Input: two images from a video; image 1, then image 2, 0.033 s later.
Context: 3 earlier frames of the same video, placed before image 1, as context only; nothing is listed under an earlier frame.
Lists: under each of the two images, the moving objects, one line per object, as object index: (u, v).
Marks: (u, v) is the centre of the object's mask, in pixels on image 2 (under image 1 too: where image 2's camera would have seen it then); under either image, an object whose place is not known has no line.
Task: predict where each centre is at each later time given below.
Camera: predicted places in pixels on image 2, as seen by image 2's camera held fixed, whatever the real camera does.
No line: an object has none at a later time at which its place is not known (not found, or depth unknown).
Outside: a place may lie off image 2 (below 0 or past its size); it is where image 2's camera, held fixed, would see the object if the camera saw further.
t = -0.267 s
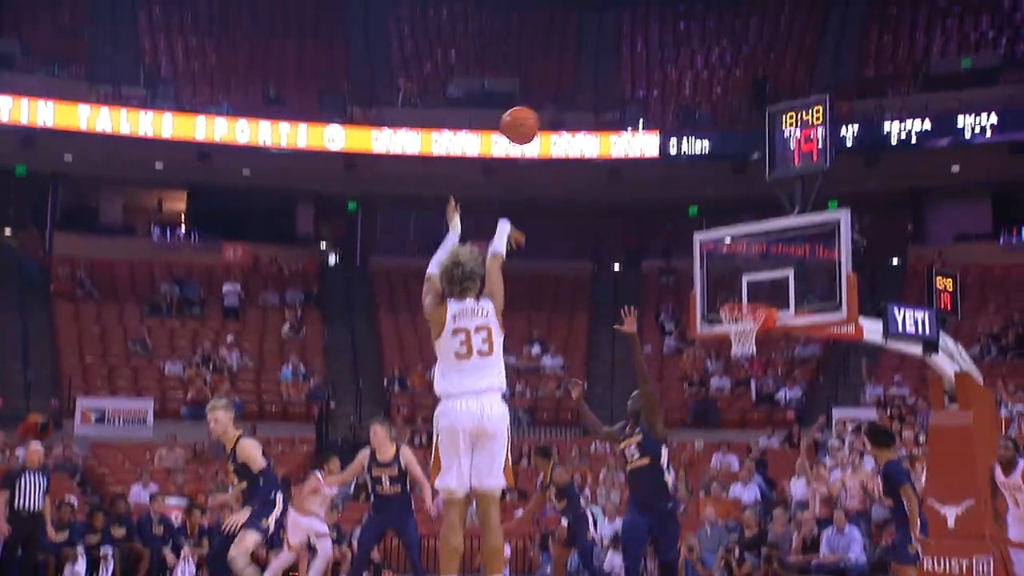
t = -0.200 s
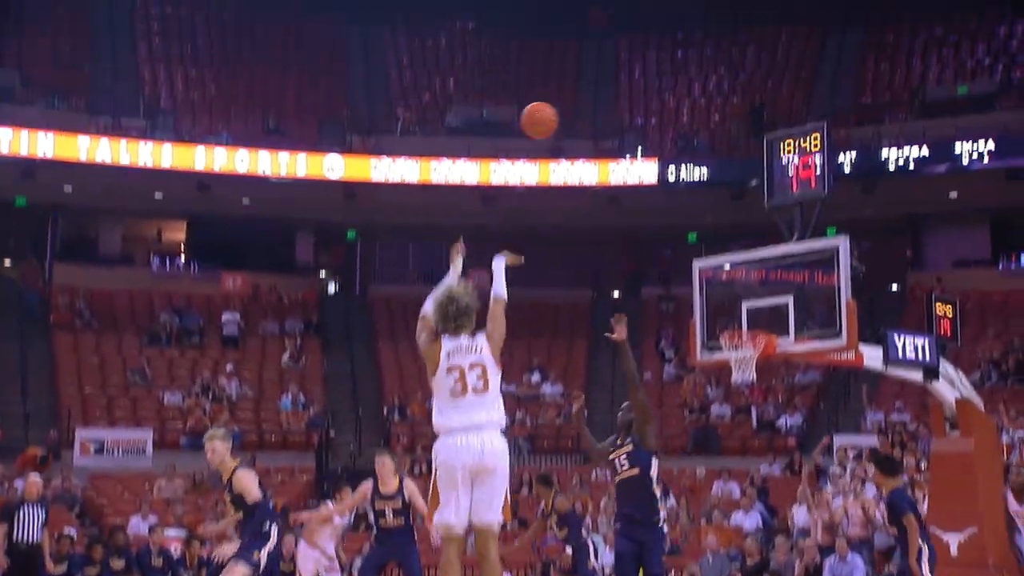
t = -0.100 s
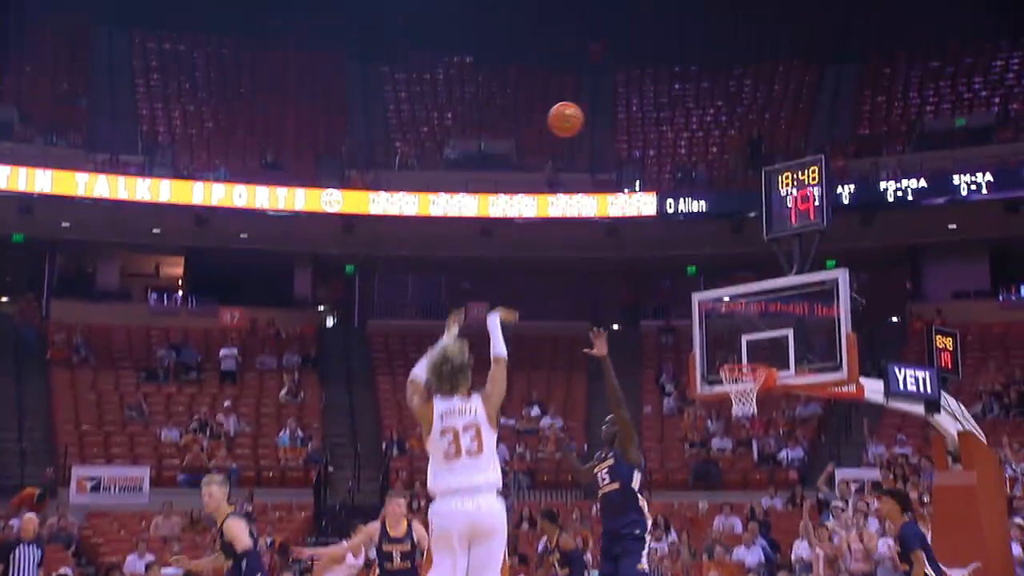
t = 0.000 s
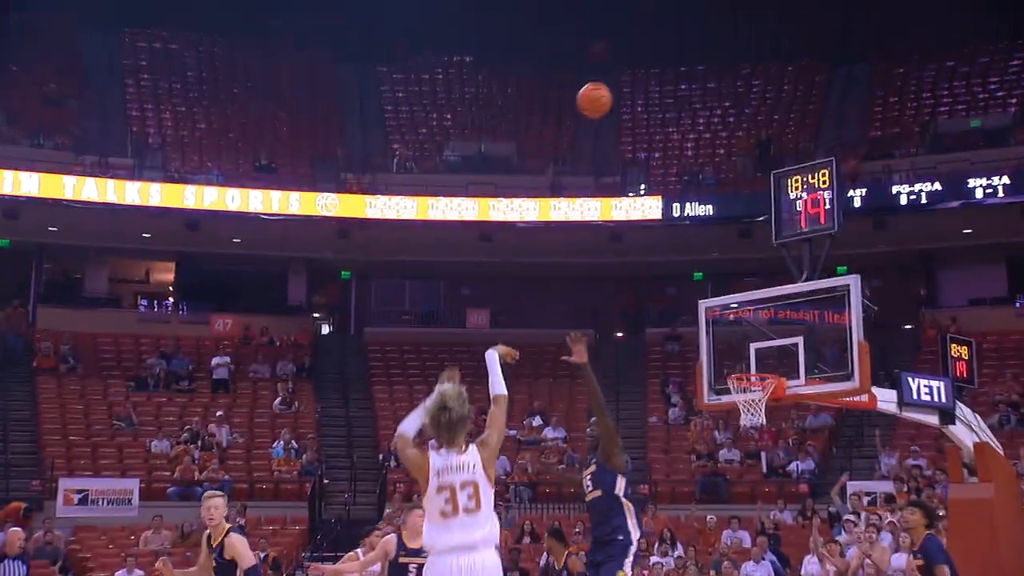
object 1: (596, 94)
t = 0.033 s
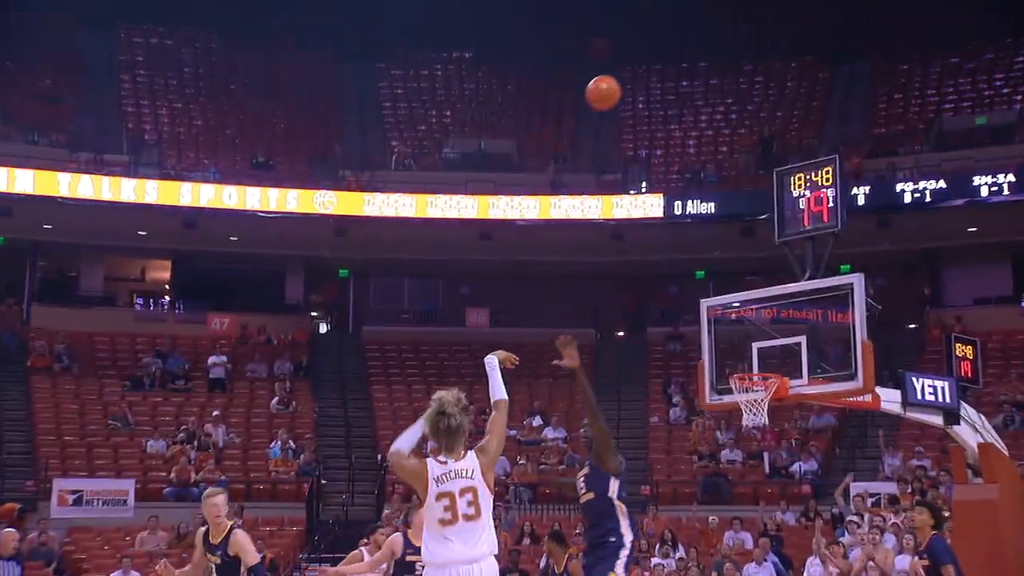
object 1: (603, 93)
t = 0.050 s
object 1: (607, 92)
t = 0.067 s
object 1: (611, 92)
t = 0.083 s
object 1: (615, 92)
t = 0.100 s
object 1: (619, 92)
